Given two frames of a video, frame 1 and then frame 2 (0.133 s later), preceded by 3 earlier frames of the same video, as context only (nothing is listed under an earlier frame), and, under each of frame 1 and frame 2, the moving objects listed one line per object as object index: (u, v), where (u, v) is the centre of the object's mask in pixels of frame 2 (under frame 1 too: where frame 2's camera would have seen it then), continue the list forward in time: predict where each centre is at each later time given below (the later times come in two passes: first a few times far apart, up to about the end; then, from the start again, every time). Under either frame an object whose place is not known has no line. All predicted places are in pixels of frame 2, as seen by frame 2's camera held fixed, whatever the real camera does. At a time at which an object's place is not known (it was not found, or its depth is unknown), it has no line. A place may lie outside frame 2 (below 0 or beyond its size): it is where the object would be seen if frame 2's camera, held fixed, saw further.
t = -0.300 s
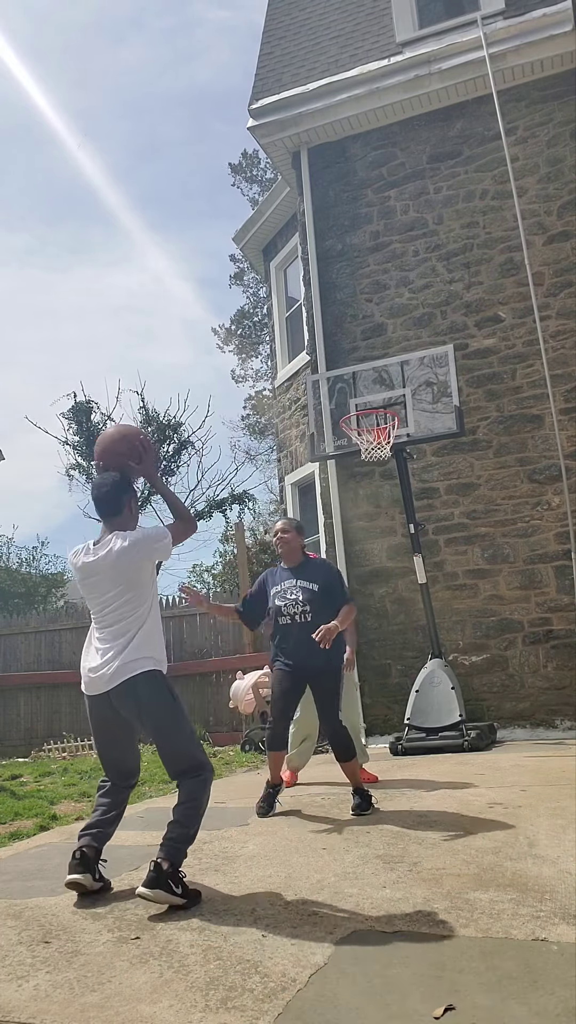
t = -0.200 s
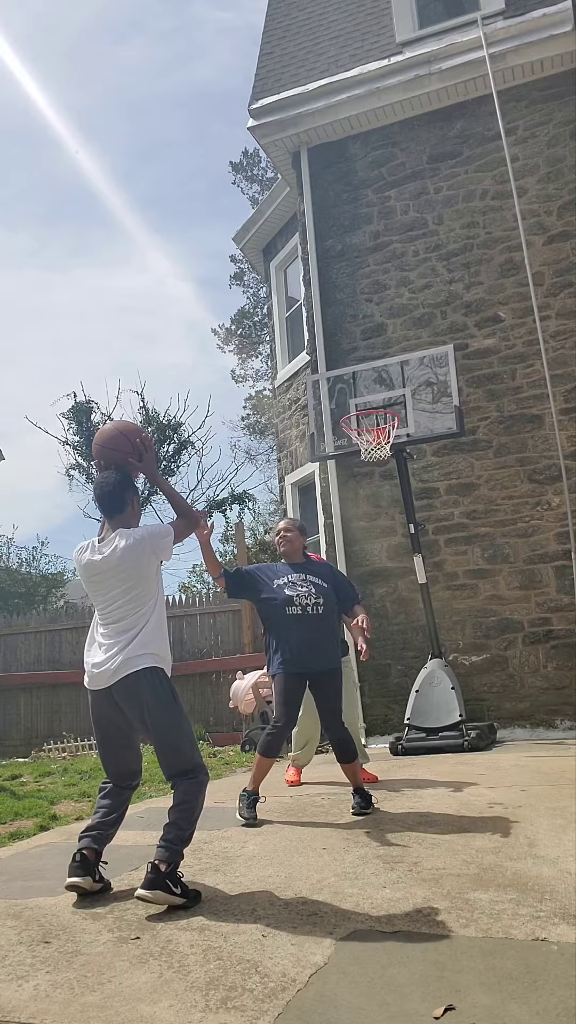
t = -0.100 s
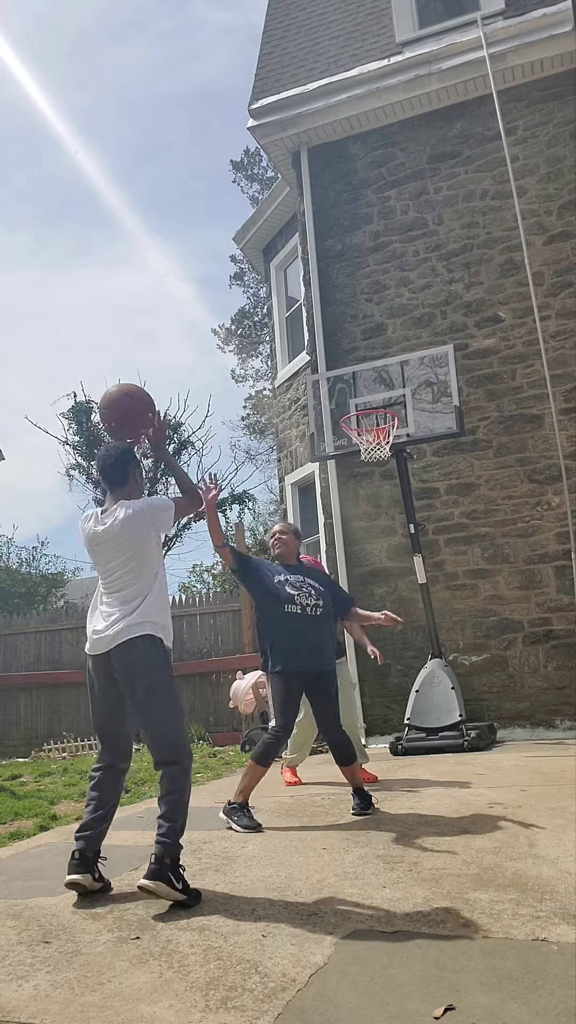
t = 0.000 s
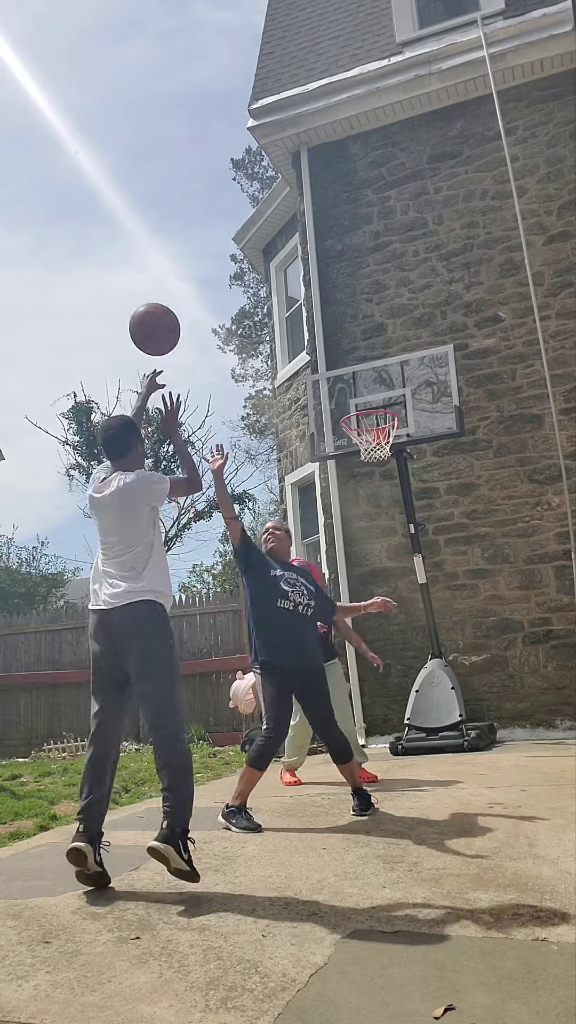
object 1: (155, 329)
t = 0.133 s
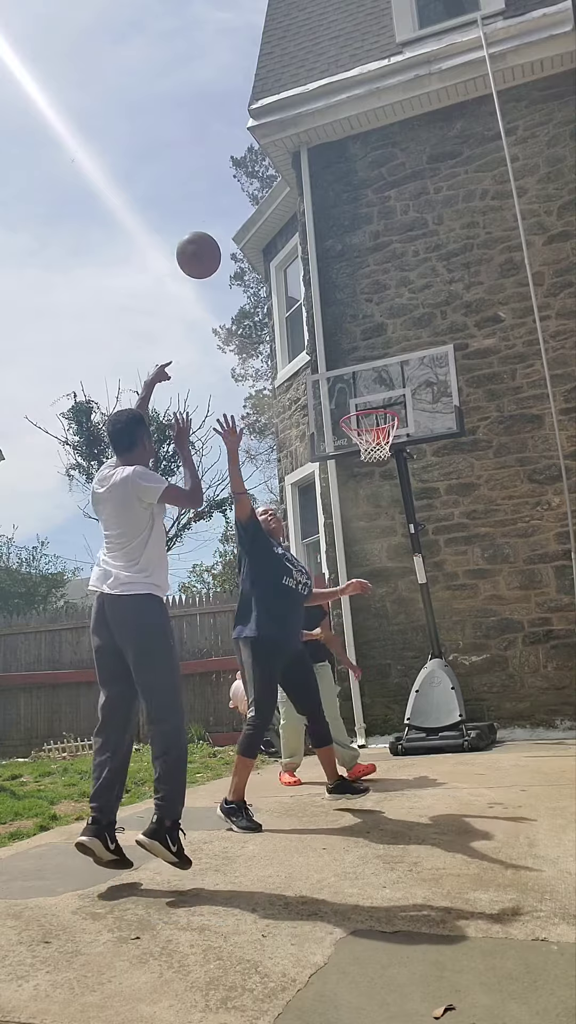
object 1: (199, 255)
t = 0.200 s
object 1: (217, 235)
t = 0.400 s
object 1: (264, 220)
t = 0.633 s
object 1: (309, 266)
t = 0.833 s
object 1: (343, 346)
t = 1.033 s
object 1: (376, 452)
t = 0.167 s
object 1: (208, 244)
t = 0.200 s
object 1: (217, 235)
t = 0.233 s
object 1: (226, 228)
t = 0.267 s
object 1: (234, 223)
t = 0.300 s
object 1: (242, 220)
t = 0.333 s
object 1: (250, 218)
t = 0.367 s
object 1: (257, 218)
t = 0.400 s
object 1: (264, 220)
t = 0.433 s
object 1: (270, 222)
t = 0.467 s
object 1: (276, 225)
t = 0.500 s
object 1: (283, 232)
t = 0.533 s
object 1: (289, 239)
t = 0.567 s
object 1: (296, 247)
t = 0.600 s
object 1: (303, 256)
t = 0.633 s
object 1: (309, 266)
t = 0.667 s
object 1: (316, 277)
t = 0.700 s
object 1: (320, 290)
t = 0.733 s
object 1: (327, 303)
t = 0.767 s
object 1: (331, 317)
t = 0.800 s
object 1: (337, 330)
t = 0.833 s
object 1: (343, 346)
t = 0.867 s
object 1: (348, 363)
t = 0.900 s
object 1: (354, 380)
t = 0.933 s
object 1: (360, 398)
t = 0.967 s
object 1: (364, 414)
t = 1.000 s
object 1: (370, 433)
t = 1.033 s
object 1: (376, 452)
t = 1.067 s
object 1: (377, 455)
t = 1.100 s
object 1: (379, 460)
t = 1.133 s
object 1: (380, 461)
